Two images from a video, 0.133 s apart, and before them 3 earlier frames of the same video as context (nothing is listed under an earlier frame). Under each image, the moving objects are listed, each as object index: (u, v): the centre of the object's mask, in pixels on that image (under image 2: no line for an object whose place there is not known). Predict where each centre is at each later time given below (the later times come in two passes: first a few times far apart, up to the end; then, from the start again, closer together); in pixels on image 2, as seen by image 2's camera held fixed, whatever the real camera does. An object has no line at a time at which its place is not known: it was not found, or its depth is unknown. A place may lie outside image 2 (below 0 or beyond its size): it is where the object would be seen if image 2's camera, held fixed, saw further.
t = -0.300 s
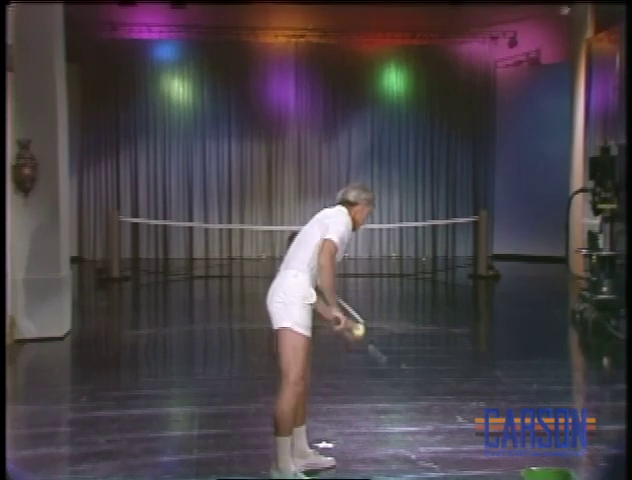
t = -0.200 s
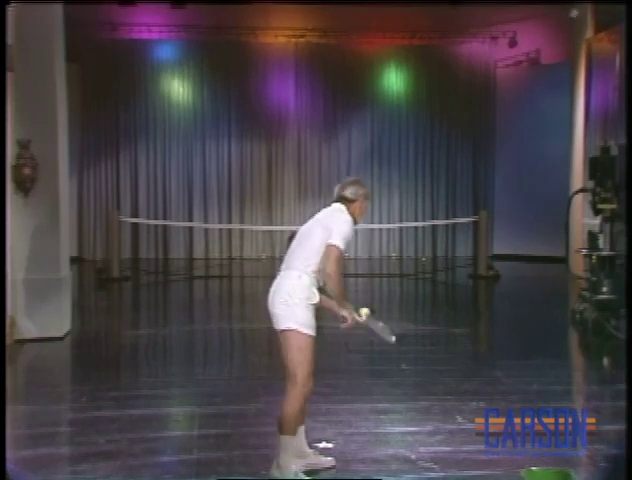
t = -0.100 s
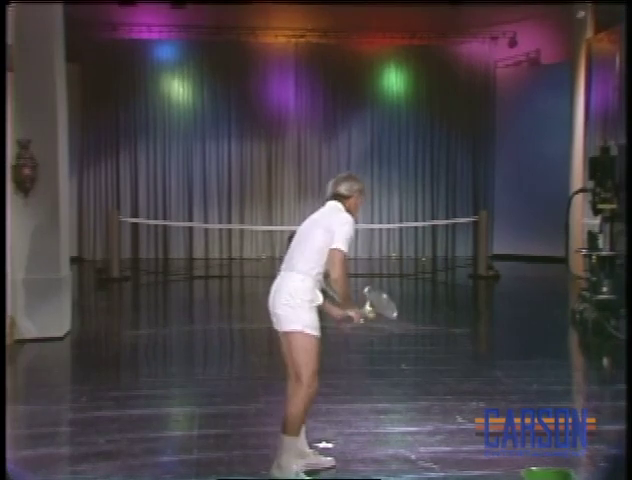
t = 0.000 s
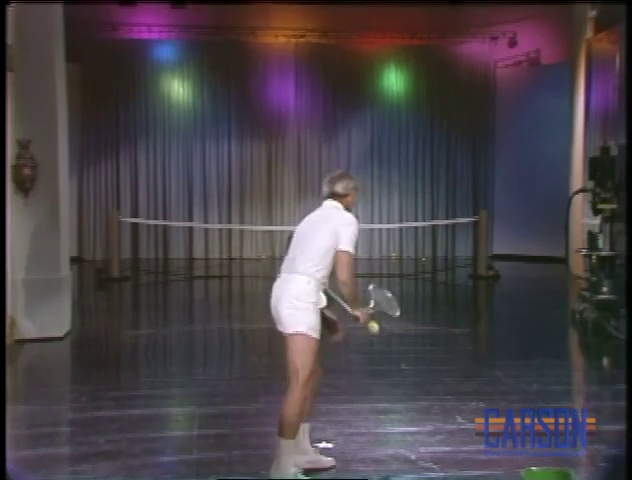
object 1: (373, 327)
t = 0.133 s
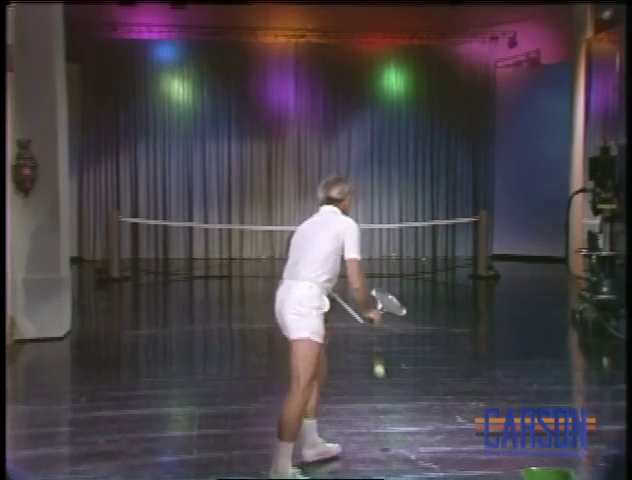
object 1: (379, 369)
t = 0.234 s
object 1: (384, 417)
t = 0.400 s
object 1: (381, 363)
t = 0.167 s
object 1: (380, 383)
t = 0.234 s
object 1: (384, 417)
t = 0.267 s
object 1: (383, 408)
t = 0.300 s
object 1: (382, 395)
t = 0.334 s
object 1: (382, 383)
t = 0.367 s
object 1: (381, 372)
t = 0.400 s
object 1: (381, 363)
